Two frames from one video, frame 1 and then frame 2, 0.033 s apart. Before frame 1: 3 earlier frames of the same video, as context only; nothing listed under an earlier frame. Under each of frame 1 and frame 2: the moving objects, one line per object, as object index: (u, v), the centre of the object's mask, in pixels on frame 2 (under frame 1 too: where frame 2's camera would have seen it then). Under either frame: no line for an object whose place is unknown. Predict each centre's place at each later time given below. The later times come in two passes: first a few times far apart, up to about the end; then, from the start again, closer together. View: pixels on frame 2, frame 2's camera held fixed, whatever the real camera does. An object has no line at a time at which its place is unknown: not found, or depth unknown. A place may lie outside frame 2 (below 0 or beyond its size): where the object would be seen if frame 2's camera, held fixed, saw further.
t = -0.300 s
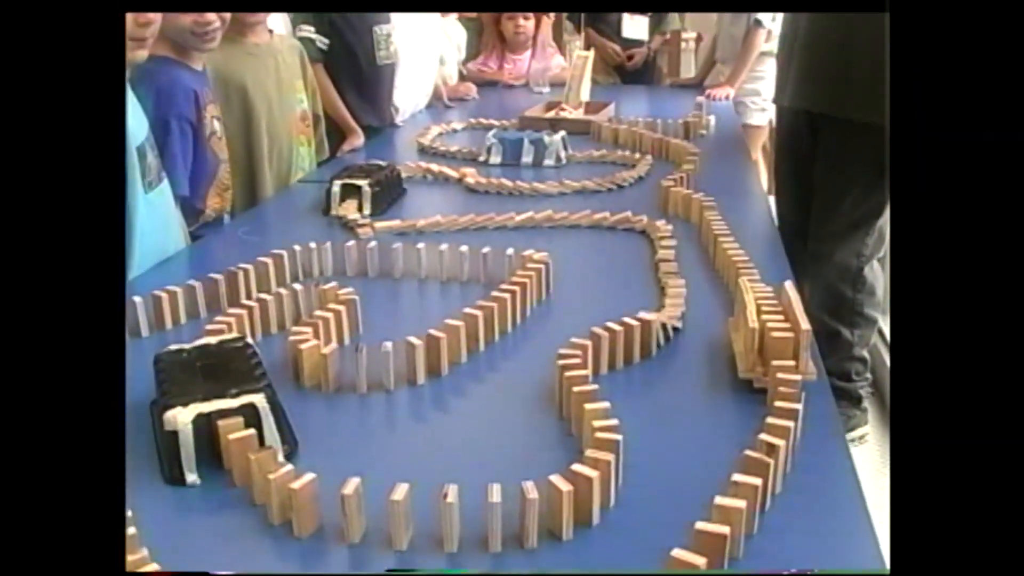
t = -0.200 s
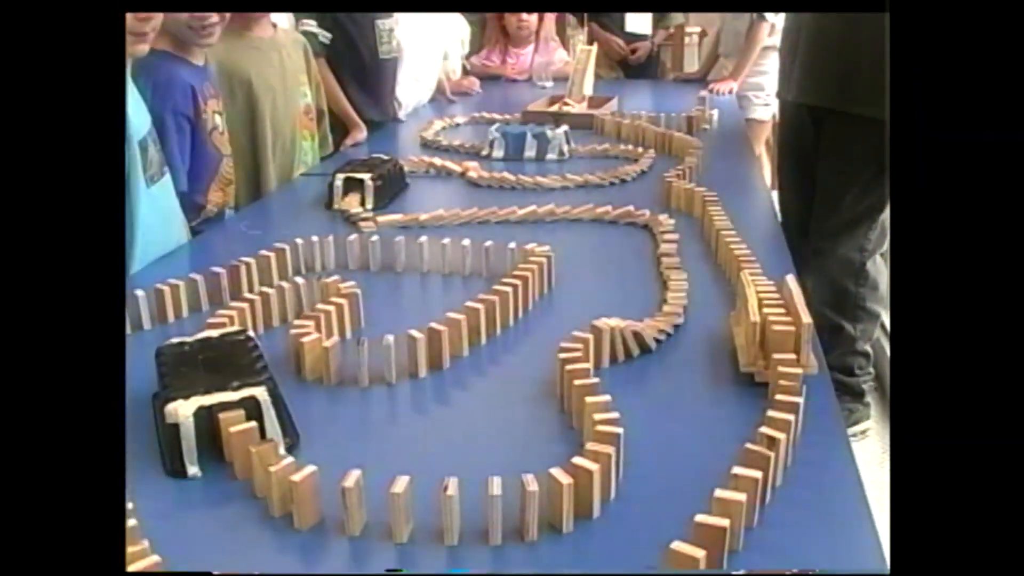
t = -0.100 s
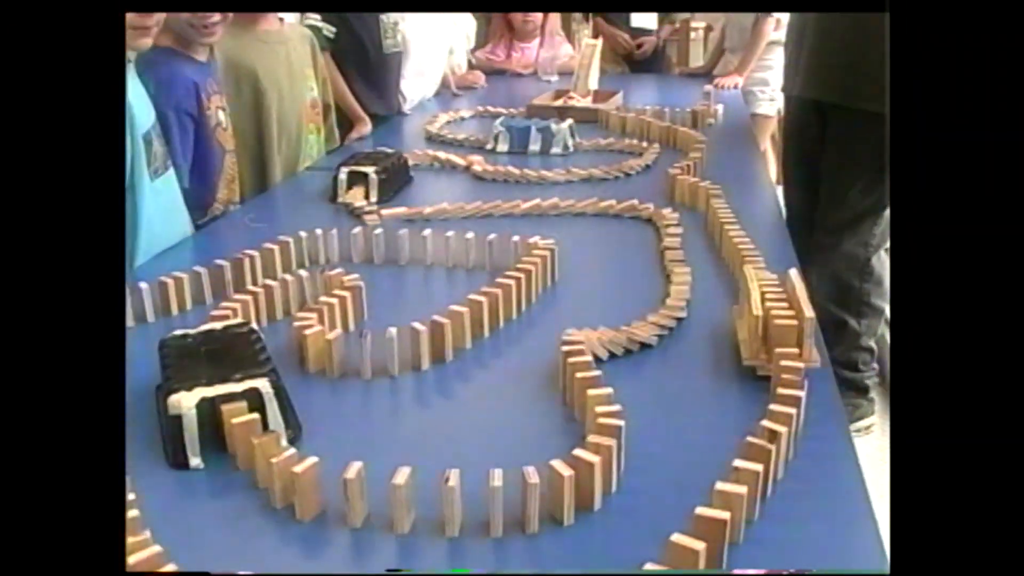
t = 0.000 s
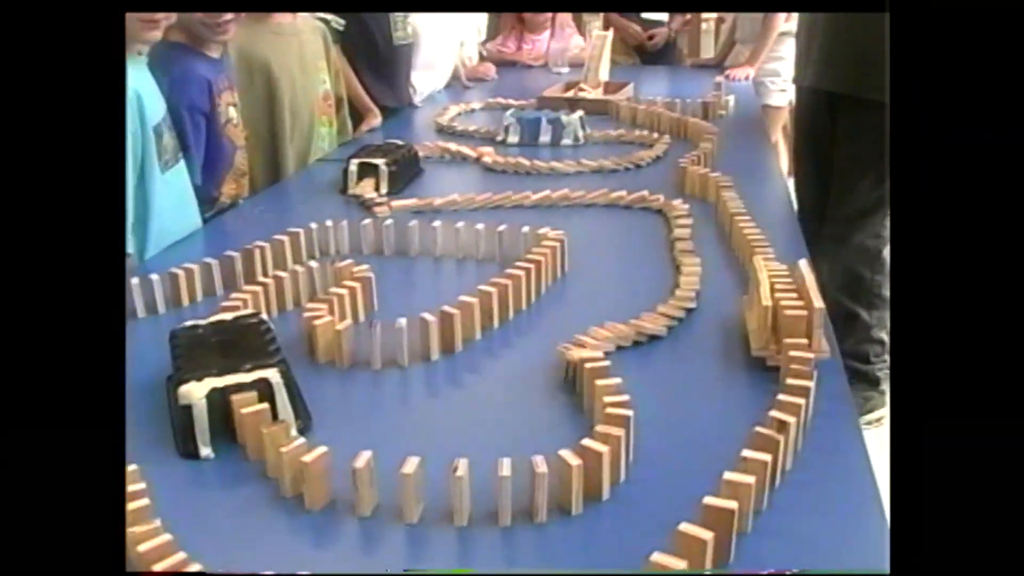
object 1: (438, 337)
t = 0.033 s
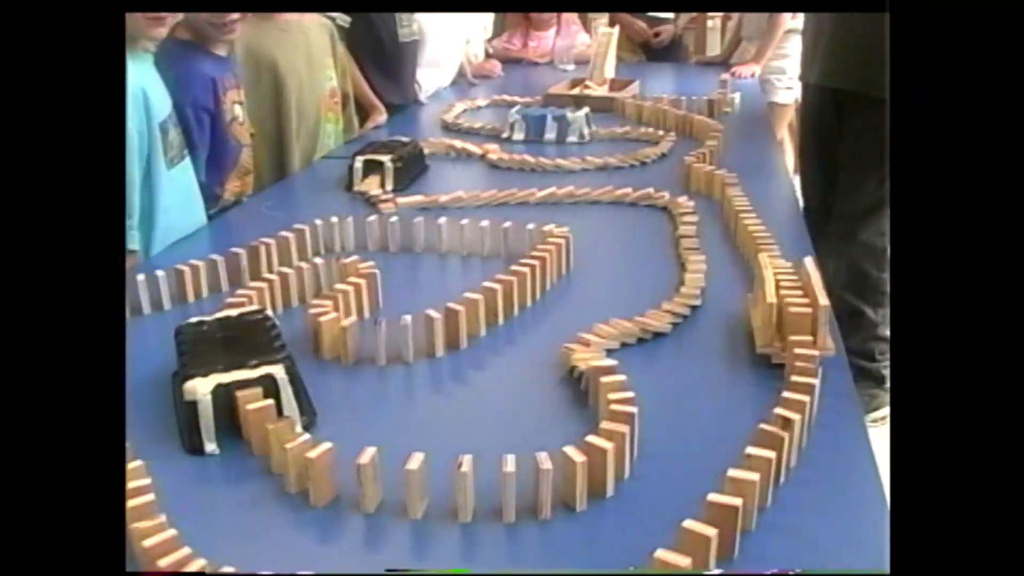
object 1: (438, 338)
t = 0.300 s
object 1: (437, 338)
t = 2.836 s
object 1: (461, 337)
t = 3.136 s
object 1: (461, 337)
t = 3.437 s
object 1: (462, 337)
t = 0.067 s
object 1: (438, 336)
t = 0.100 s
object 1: (438, 337)
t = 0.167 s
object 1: (437, 338)
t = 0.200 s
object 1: (438, 338)
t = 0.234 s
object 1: (438, 337)
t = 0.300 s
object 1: (437, 338)
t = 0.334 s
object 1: (438, 337)
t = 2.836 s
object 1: (461, 337)
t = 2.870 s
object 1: (466, 335)
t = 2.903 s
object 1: (462, 336)
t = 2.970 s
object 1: (462, 337)
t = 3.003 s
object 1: (462, 337)
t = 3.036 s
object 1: (461, 337)
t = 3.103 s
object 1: (461, 337)
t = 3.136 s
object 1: (461, 337)
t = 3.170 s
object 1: (461, 337)
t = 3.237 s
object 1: (461, 337)
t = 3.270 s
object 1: (461, 337)
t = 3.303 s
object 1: (461, 338)
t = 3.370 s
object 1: (461, 337)
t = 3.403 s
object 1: (460, 338)
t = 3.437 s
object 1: (462, 337)
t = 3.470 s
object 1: (461, 338)
